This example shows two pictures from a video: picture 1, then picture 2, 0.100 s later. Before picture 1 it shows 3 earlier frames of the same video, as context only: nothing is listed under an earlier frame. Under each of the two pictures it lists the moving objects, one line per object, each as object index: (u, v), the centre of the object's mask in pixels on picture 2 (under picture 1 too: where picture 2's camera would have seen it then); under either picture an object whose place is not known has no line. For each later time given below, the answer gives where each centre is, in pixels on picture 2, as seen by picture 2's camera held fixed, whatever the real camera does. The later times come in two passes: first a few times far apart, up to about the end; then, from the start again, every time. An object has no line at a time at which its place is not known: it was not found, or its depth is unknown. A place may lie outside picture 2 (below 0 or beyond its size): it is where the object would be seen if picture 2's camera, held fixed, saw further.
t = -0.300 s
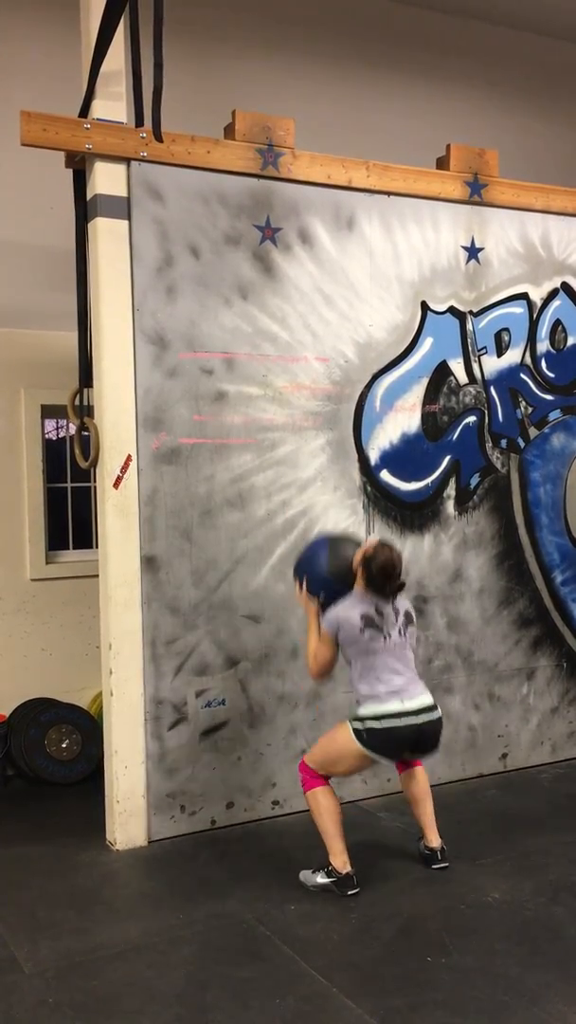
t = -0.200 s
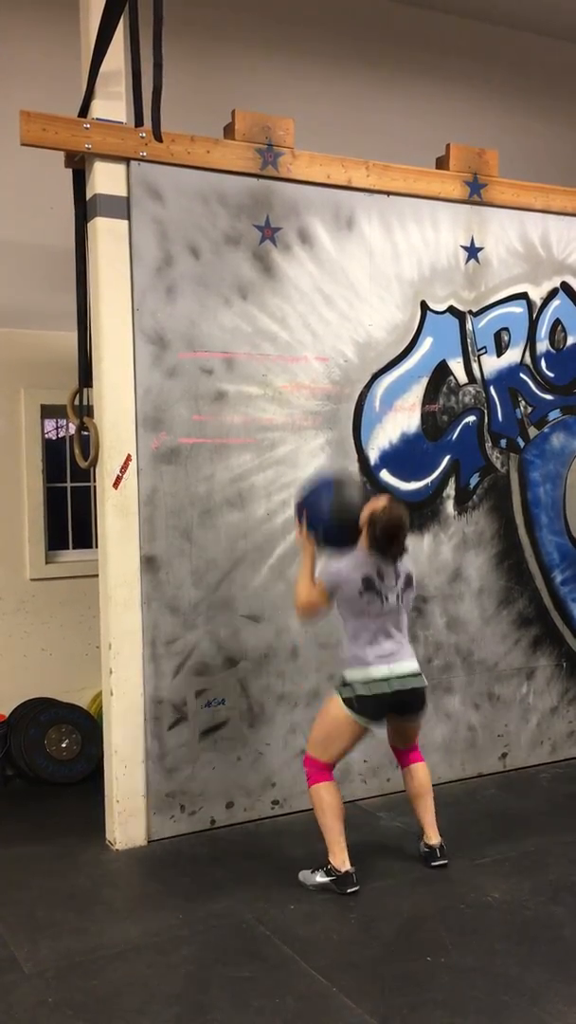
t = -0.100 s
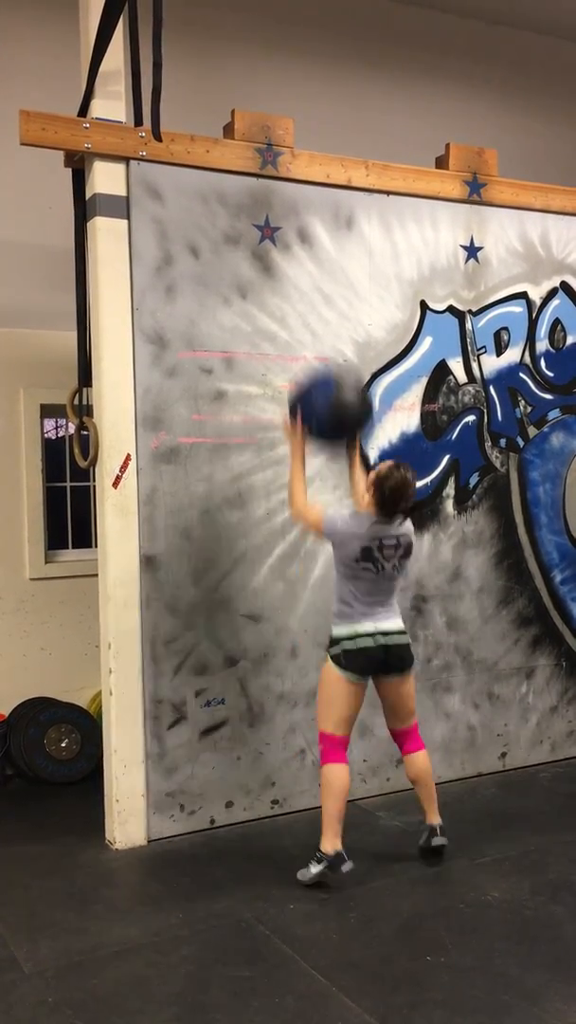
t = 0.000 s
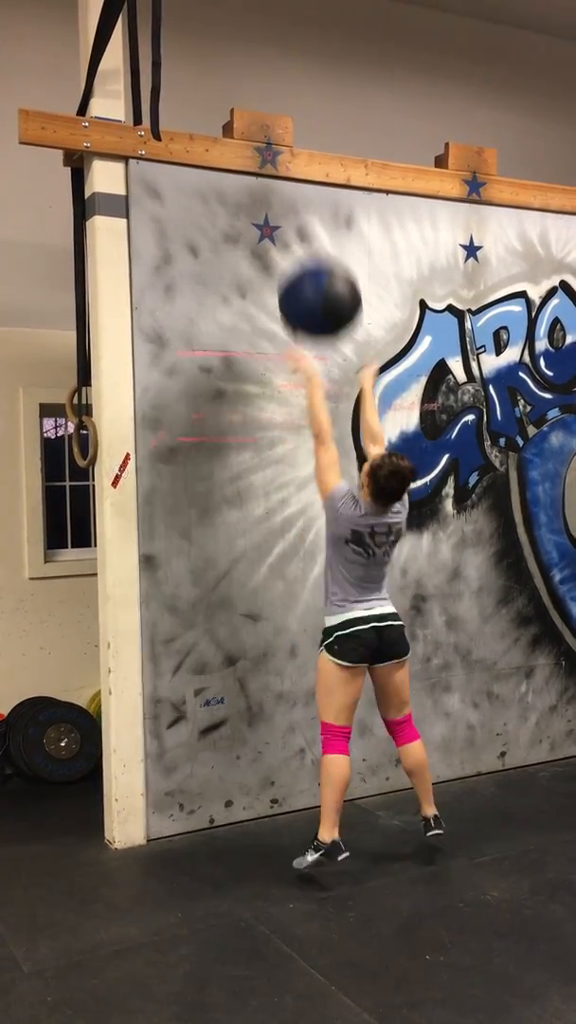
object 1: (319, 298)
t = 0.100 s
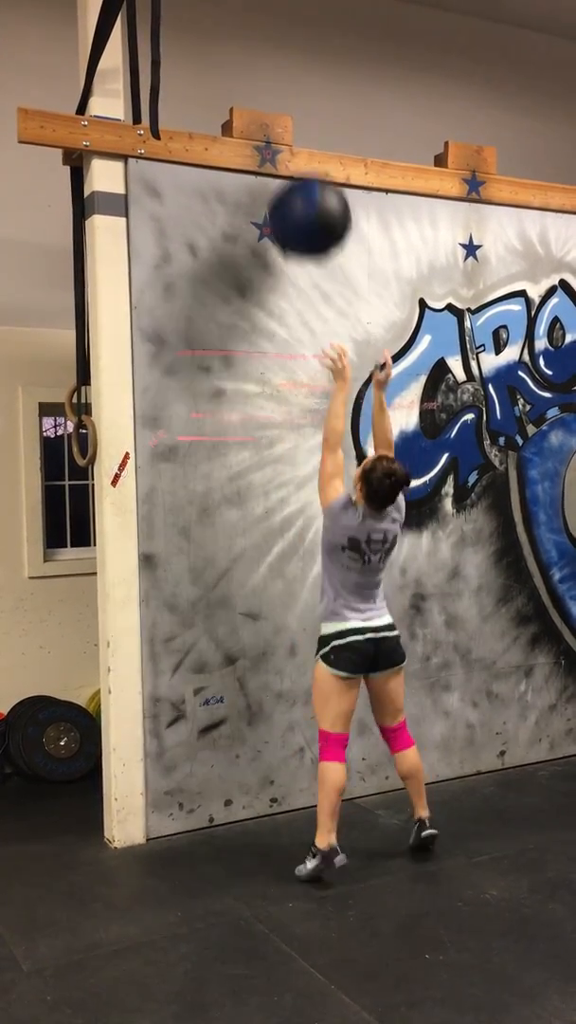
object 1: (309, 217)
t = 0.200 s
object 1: (301, 157)
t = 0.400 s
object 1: (289, 112)
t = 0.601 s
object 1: (299, 140)
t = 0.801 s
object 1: (311, 262)
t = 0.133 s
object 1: (307, 194)
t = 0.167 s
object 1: (304, 174)
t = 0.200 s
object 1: (301, 157)
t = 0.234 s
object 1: (298, 143)
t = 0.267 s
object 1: (295, 132)
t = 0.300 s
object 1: (292, 124)
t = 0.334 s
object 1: (290, 119)
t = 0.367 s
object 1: (288, 115)
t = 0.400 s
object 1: (289, 112)
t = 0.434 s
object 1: (290, 110)
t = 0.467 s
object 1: (292, 111)
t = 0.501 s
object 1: (294, 115)
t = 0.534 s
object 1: (295, 122)
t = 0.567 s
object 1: (297, 129)
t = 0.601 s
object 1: (299, 140)
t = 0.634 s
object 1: (301, 154)
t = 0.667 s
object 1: (303, 171)
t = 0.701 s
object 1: (305, 190)
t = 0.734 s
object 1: (307, 212)
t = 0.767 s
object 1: (309, 234)
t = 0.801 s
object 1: (311, 262)
